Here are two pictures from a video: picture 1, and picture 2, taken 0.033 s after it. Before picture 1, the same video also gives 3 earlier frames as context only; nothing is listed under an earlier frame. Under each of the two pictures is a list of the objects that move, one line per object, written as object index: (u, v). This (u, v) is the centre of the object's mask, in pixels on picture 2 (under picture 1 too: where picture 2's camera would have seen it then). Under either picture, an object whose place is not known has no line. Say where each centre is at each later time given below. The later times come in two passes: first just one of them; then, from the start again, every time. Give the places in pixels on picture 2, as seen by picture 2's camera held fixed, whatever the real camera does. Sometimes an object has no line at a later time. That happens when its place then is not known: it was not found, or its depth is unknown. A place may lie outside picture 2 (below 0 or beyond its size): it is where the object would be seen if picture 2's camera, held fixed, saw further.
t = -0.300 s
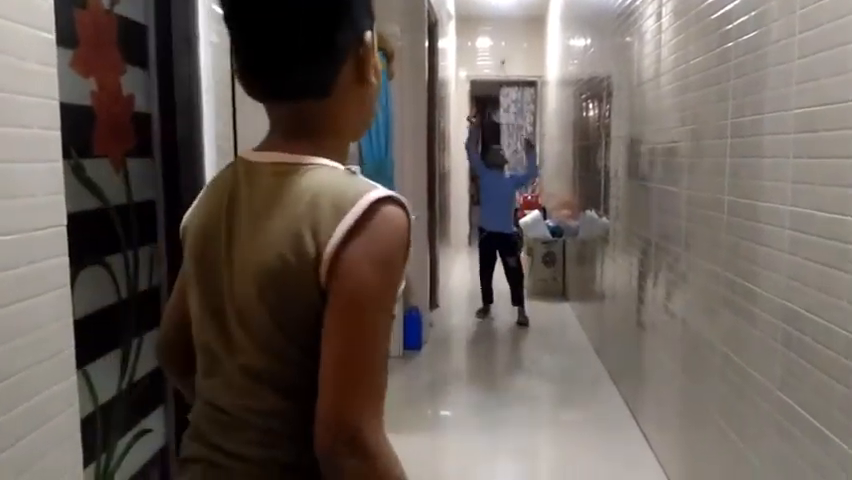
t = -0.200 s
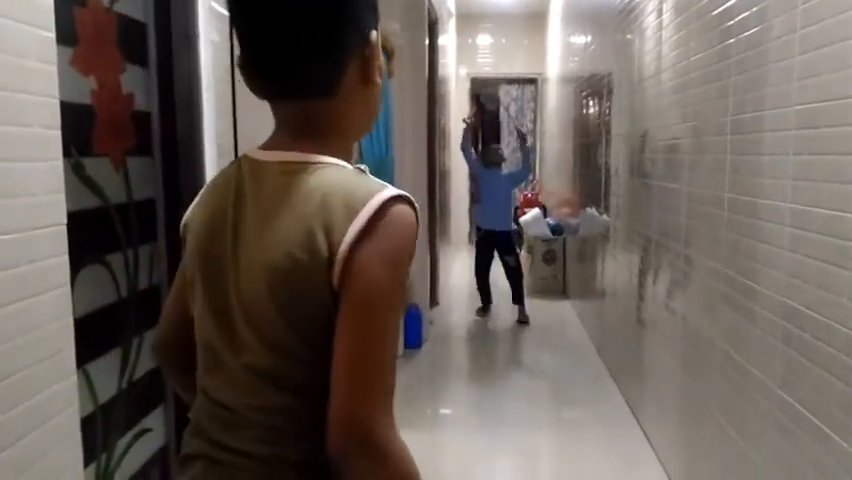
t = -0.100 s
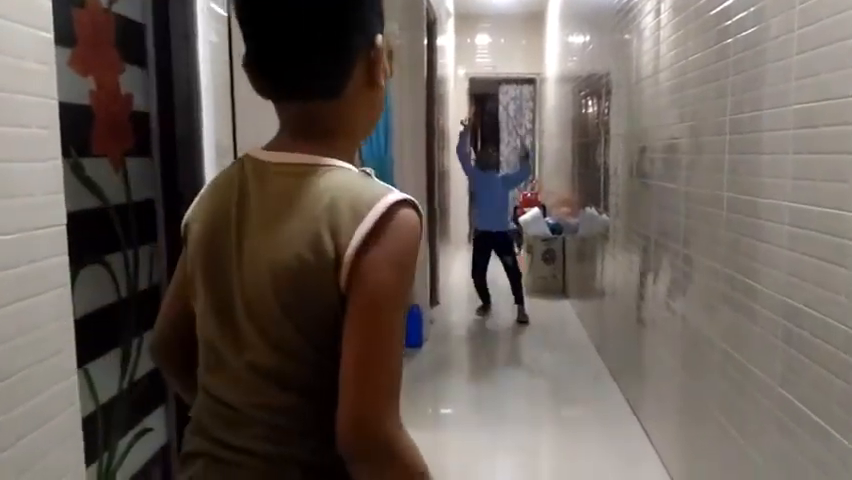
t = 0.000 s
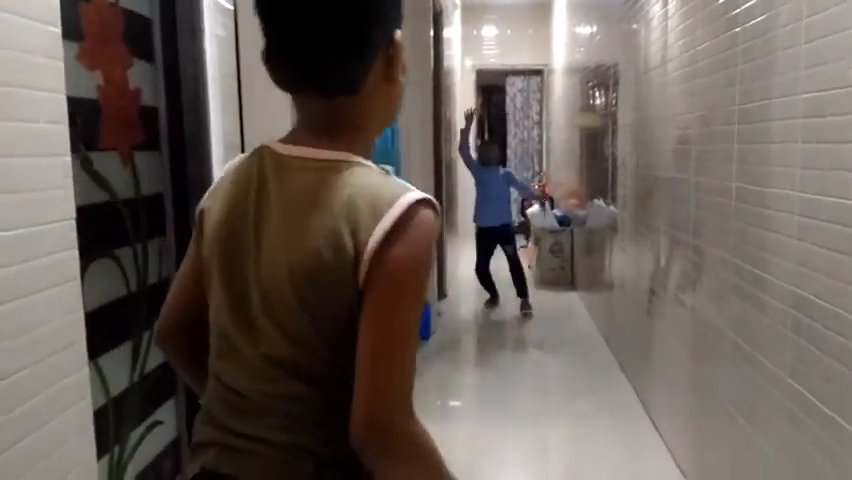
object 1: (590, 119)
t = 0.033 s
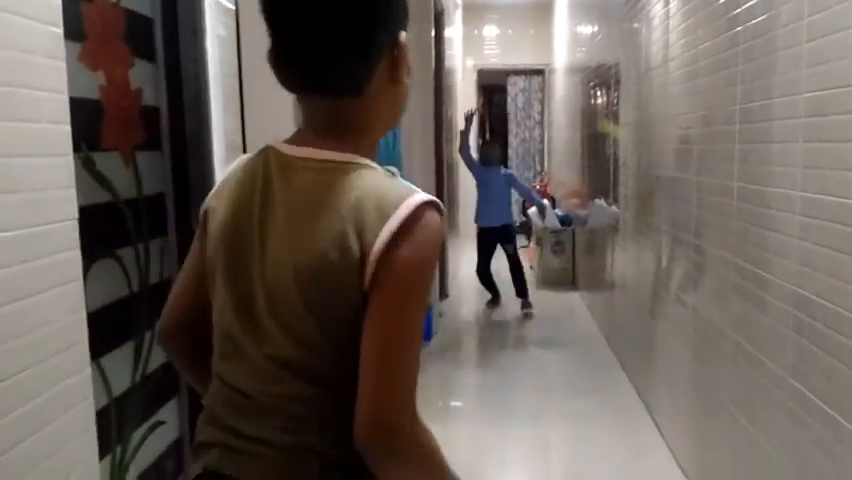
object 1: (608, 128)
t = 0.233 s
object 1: (682, 309)
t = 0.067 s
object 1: (640, 145)
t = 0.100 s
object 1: (666, 168)
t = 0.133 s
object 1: (673, 199)
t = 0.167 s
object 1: (673, 228)
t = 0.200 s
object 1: (677, 263)
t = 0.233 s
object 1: (682, 309)
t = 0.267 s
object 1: (683, 364)
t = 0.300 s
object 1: (682, 423)
